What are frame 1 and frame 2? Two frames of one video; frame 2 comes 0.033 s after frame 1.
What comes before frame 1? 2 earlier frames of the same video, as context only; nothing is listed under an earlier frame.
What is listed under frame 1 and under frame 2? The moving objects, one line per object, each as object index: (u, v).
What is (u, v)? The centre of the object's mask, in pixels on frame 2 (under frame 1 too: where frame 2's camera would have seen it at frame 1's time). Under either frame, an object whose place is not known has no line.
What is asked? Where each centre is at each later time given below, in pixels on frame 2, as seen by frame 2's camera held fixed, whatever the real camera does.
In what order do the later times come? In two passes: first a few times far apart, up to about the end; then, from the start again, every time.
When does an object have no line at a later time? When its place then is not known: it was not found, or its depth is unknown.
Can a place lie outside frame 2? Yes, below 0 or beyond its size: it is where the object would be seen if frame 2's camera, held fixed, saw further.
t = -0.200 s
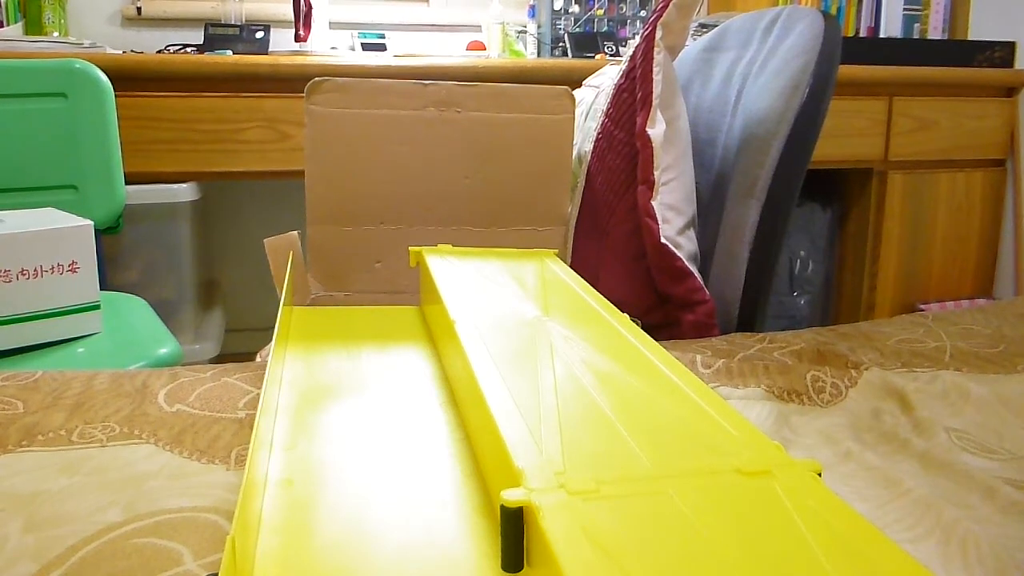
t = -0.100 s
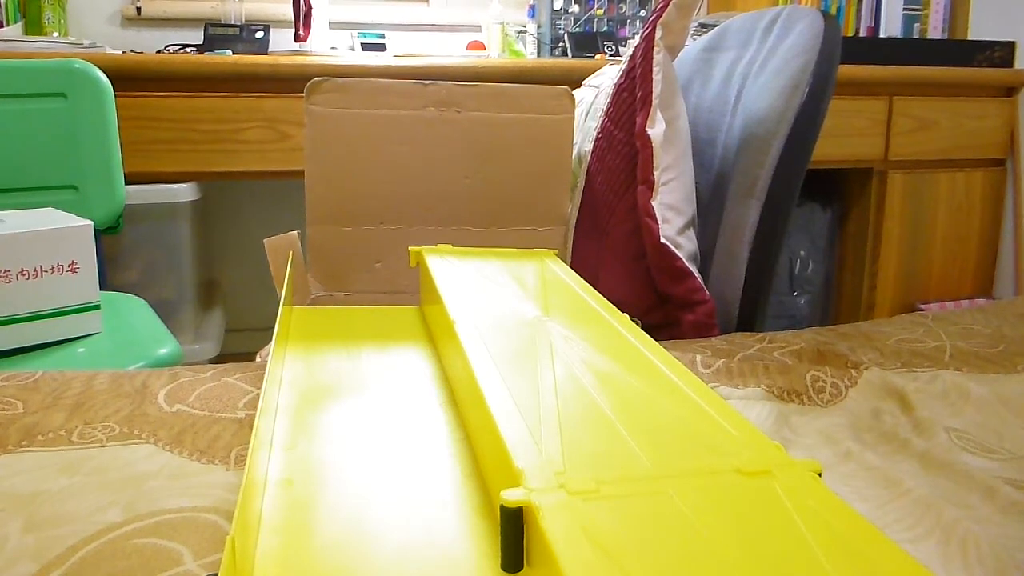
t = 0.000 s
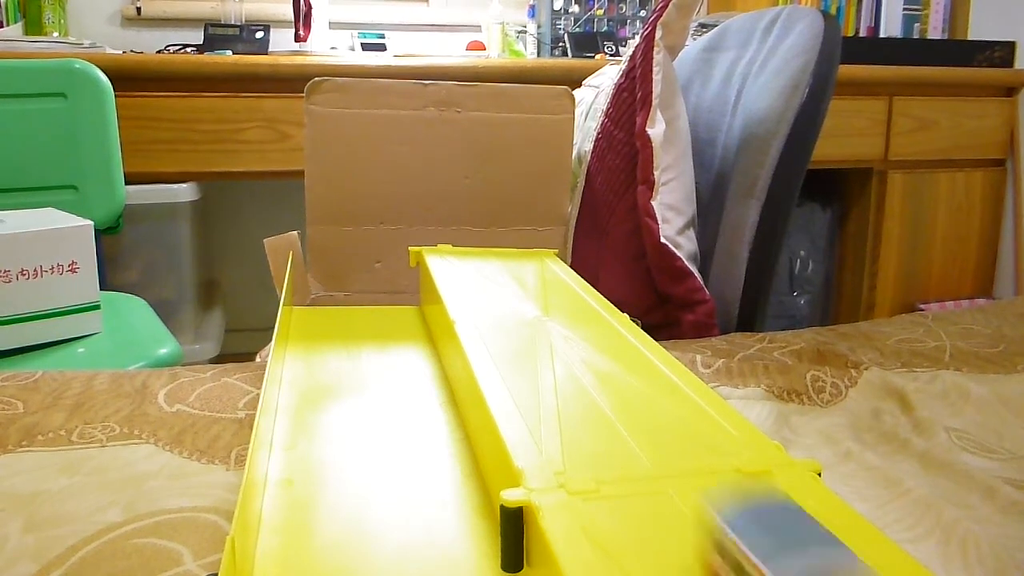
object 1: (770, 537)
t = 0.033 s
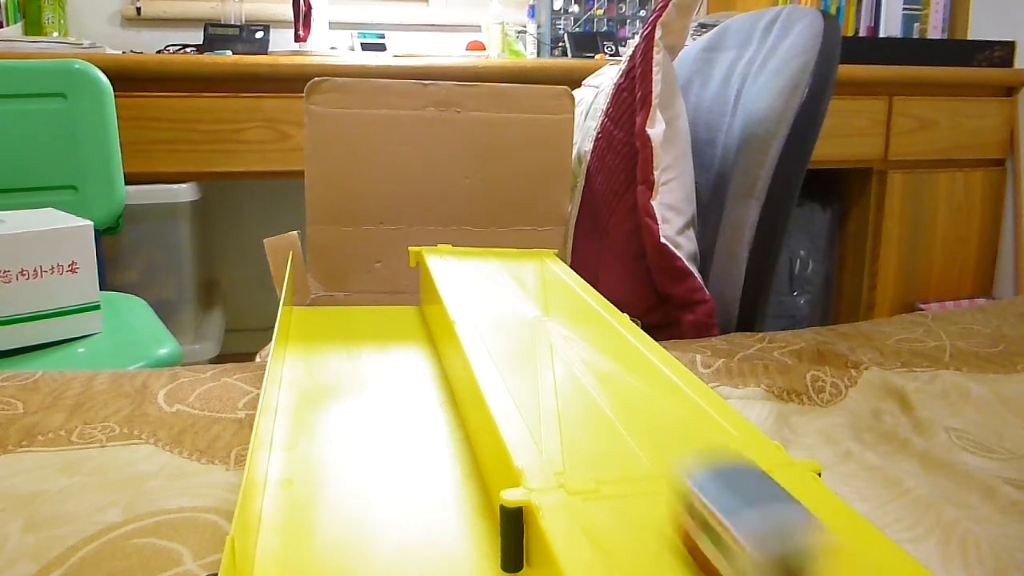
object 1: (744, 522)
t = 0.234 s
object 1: (614, 381)
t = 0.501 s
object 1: (541, 290)
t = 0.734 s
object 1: (503, 248)
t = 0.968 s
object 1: (477, 238)
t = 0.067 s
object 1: (714, 496)
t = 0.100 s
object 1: (689, 466)
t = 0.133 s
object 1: (668, 440)
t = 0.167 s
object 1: (647, 419)
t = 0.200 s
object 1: (630, 399)
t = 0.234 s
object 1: (614, 381)
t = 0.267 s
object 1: (599, 364)
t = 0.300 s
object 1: (586, 349)
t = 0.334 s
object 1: (577, 337)
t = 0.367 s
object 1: (569, 326)
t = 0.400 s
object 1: (563, 316)
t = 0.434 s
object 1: (556, 306)
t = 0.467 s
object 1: (548, 298)
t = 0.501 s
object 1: (541, 290)
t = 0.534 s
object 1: (535, 282)
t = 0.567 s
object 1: (530, 275)
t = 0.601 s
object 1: (525, 269)
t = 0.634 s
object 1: (520, 263)
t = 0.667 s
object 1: (514, 258)
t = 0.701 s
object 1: (508, 253)
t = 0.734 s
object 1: (503, 248)
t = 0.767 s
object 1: (499, 244)
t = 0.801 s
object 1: (494, 239)
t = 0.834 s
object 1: (490, 235)
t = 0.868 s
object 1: (486, 231)
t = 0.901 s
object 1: (483, 229)
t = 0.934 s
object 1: (481, 231)
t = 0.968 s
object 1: (477, 238)
